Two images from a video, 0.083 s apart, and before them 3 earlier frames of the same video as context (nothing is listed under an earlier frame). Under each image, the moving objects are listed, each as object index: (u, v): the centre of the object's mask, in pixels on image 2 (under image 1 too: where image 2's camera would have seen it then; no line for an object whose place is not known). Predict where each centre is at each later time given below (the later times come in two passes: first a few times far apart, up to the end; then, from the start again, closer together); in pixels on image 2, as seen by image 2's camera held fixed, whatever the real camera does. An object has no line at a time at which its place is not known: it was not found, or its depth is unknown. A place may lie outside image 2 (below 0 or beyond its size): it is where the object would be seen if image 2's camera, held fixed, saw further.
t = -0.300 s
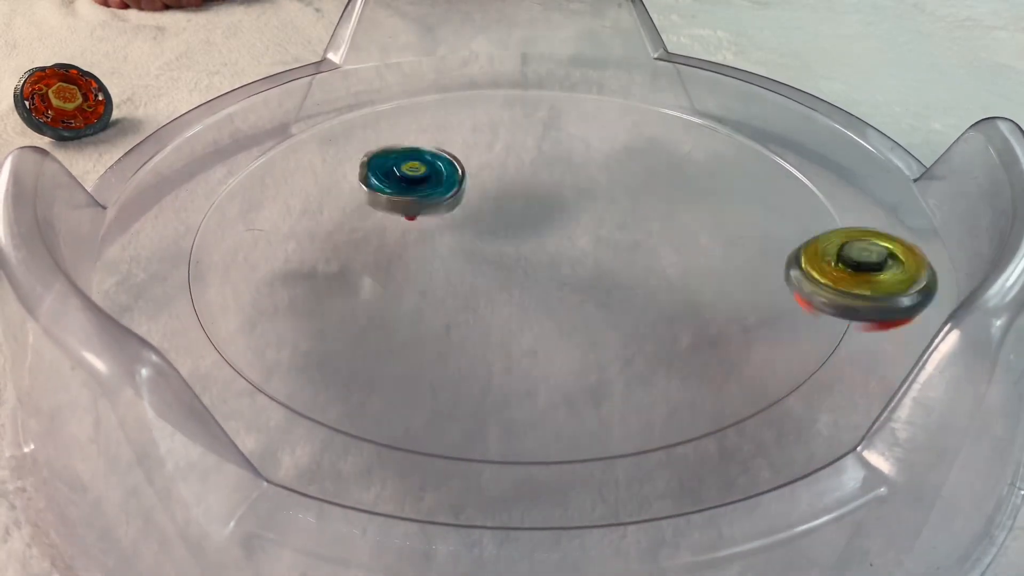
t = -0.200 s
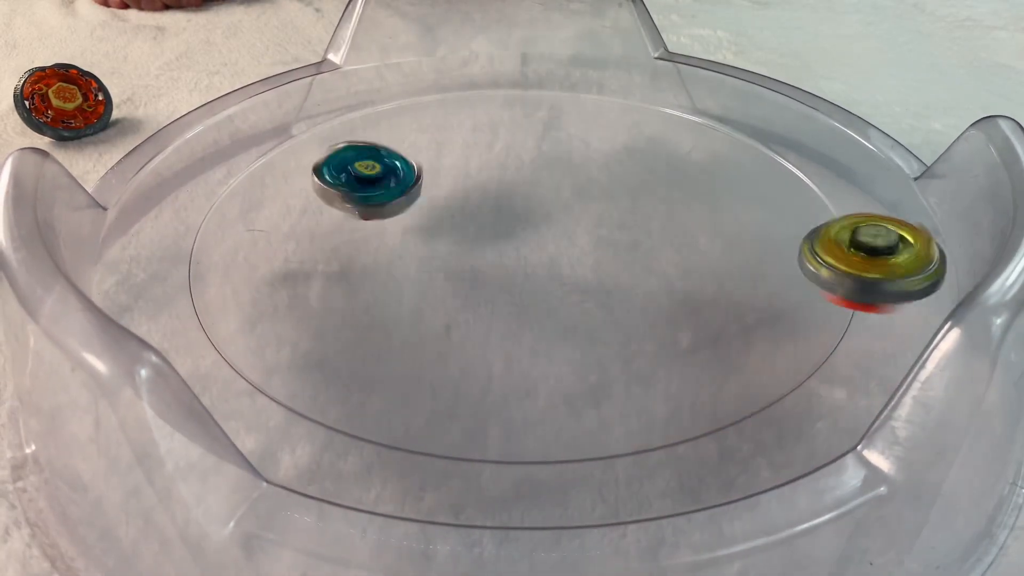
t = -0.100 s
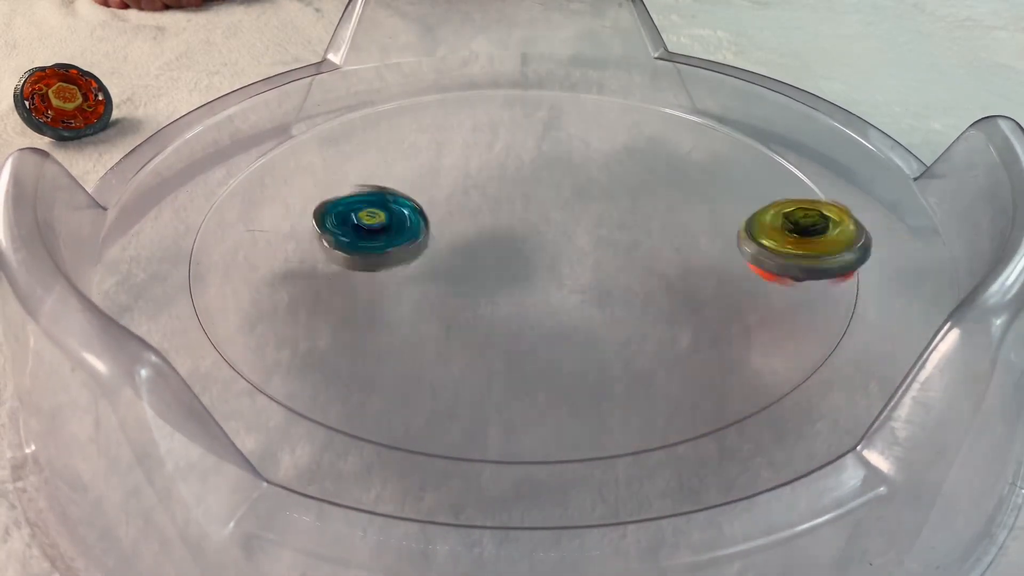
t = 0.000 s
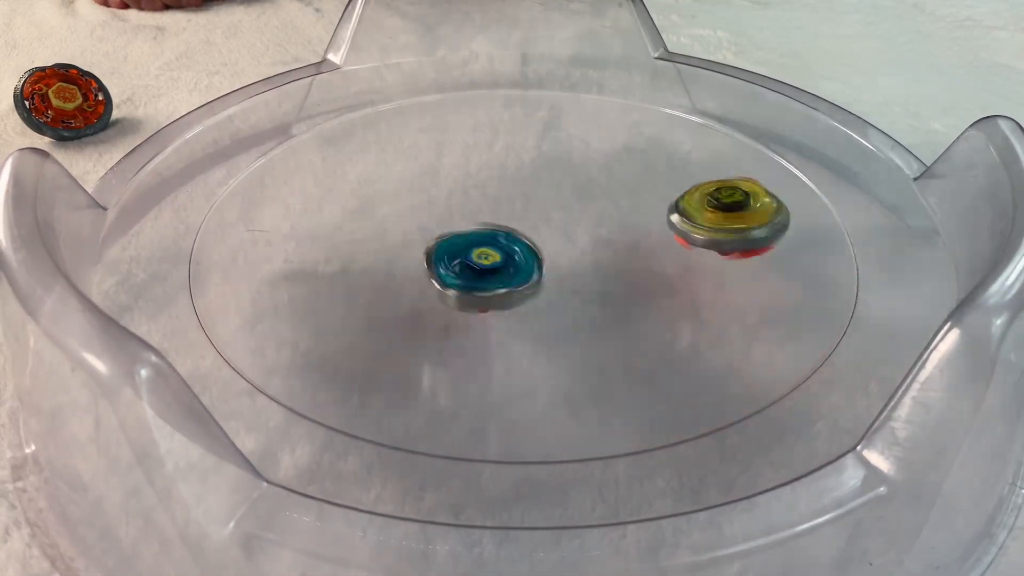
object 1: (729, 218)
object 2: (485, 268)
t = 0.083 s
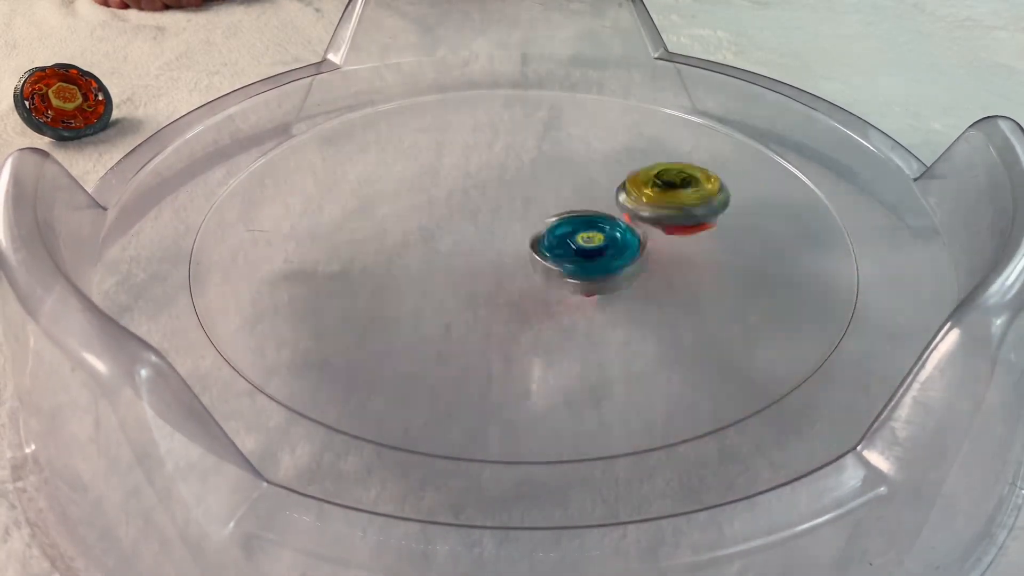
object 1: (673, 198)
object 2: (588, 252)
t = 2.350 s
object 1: (622, 79)
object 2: (527, 171)
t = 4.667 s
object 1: (440, 161)
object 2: (592, 327)
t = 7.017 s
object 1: (446, 303)
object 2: (463, 216)
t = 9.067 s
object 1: (423, 185)
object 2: (621, 238)
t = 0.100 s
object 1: (685, 178)
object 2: (570, 260)
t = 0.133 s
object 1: (703, 143)
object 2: (539, 270)
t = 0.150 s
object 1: (709, 128)
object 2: (526, 274)
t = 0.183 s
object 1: (713, 104)
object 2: (509, 279)
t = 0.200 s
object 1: (713, 94)
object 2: (503, 284)
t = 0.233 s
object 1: (701, 81)
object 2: (499, 288)
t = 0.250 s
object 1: (694, 77)
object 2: (500, 291)
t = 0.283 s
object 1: (677, 71)
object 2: (507, 295)
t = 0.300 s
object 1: (669, 68)
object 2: (514, 296)
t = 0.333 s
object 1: (651, 63)
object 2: (530, 296)
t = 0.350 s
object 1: (642, 61)
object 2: (538, 294)
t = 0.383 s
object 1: (625, 59)
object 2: (552, 291)
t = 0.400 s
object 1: (616, 57)
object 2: (558, 286)
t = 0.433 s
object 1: (599, 56)
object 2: (563, 277)
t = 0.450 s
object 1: (591, 56)
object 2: (563, 270)
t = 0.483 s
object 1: (575, 56)
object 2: (563, 258)
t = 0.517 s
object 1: (560, 56)
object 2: (555, 245)
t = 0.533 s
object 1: (552, 56)
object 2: (549, 239)
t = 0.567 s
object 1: (535, 59)
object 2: (531, 229)
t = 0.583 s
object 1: (526, 61)
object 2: (520, 224)
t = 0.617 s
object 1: (508, 71)
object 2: (497, 217)
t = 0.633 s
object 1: (500, 76)
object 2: (484, 213)
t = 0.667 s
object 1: (483, 85)
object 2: (458, 210)
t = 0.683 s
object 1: (475, 90)
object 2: (444, 210)
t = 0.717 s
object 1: (461, 101)
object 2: (418, 212)
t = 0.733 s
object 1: (453, 108)
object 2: (404, 215)
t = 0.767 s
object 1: (440, 121)
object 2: (380, 222)
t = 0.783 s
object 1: (434, 128)
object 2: (370, 227)
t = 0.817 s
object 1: (424, 142)
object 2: (358, 240)
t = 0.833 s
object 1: (419, 149)
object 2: (357, 248)
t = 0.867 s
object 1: (413, 163)
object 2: (360, 266)
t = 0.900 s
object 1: (409, 177)
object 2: (377, 284)
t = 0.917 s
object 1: (407, 184)
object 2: (390, 292)
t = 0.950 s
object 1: (406, 197)
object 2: (429, 305)
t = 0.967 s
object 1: (406, 204)
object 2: (451, 309)
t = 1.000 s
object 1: (407, 215)
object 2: (499, 310)
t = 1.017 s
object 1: (409, 222)
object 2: (524, 307)
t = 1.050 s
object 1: (412, 233)
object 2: (569, 294)
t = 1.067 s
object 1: (416, 238)
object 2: (589, 285)
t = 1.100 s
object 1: (423, 249)
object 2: (618, 264)
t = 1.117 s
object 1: (428, 255)
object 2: (627, 251)
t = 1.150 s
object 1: (438, 264)
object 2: (635, 225)
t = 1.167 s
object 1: (444, 269)
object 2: (633, 212)
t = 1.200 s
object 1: (456, 278)
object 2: (624, 187)
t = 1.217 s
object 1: (463, 282)
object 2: (615, 175)
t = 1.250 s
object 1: (476, 289)
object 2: (593, 154)
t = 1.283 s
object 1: (491, 295)
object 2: (564, 138)
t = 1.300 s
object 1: (499, 297)
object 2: (548, 130)
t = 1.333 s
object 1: (515, 301)
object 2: (512, 119)
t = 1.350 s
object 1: (523, 303)
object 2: (494, 115)
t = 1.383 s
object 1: (540, 305)
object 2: (455, 110)
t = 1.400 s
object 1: (548, 306)
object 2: (436, 111)
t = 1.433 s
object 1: (565, 307)
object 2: (399, 115)
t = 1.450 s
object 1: (572, 307)
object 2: (381, 120)
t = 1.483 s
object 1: (588, 307)
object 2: (349, 131)
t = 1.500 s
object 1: (595, 306)
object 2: (334, 140)
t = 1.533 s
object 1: (608, 304)
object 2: (311, 160)
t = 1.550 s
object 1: (614, 302)
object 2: (303, 172)
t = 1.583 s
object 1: (626, 299)
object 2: (298, 198)
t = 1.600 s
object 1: (631, 296)
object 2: (300, 212)
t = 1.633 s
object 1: (641, 292)
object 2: (317, 242)
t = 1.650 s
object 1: (646, 289)
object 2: (331, 255)
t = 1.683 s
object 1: (652, 283)
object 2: (367, 280)
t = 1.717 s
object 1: (658, 278)
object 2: (414, 297)
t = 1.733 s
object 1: (660, 275)
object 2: (441, 304)
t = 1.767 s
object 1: (662, 269)
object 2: (496, 310)
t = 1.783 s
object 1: (663, 265)
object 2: (525, 310)
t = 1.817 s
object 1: (667, 257)
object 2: (578, 304)
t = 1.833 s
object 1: (690, 240)
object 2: (565, 314)
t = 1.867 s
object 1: (733, 203)
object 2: (543, 329)
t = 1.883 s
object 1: (750, 185)
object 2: (537, 333)
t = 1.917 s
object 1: (775, 154)
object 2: (534, 341)
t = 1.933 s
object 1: (783, 140)
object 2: (537, 343)
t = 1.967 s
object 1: (782, 115)
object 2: (555, 344)
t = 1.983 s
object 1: (777, 110)
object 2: (568, 343)
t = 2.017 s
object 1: (764, 97)
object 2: (601, 339)
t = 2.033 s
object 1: (758, 93)
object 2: (620, 335)
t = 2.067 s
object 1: (746, 85)
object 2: (656, 321)
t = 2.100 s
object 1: (733, 80)
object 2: (684, 301)
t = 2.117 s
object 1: (727, 78)
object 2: (693, 289)
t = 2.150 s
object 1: (714, 74)
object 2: (698, 265)
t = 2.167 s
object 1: (707, 73)
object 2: (695, 253)
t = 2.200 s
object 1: (693, 71)
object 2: (679, 229)
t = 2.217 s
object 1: (687, 70)
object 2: (668, 219)
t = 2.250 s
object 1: (673, 70)
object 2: (638, 201)
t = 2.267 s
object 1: (665, 70)
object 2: (622, 194)
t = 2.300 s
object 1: (650, 71)
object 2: (585, 182)
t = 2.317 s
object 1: (641, 72)
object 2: (567, 177)
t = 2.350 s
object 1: (622, 79)
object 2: (527, 171)
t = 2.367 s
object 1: (613, 82)
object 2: (508, 168)
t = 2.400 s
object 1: (594, 87)
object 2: (467, 166)
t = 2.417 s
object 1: (585, 91)
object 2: (448, 166)
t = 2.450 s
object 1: (567, 98)
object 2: (410, 170)
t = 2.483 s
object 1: (549, 106)
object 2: (373, 177)
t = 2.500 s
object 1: (541, 111)
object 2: (357, 182)
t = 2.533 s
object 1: (524, 120)
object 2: (325, 194)
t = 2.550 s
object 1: (517, 125)
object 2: (312, 202)
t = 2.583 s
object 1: (501, 136)
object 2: (291, 220)
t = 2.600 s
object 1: (494, 141)
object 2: (285, 230)
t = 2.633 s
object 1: (481, 152)
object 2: (279, 255)
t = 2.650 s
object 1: (475, 157)
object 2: (283, 266)
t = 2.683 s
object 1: (466, 168)
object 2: (299, 291)
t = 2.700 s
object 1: (461, 173)
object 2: (313, 302)
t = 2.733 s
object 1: (453, 184)
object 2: (353, 322)
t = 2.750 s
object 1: (449, 189)
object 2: (378, 329)
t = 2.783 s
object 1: (442, 199)
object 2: (434, 339)
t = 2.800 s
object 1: (439, 204)
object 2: (461, 340)
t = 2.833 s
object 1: (435, 214)
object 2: (517, 336)
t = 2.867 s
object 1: (433, 224)
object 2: (567, 325)
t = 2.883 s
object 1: (431, 230)
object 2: (587, 317)
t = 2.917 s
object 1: (429, 240)
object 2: (623, 298)
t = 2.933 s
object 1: (429, 245)
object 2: (634, 287)
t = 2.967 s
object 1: (430, 255)
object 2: (654, 264)
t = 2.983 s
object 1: (431, 260)
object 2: (660, 251)
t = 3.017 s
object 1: (434, 269)
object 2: (662, 227)
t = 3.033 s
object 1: (435, 273)
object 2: (661, 215)
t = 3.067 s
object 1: (440, 282)
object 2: (652, 192)
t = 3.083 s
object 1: (443, 286)
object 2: (647, 181)
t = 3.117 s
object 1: (450, 294)
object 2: (629, 160)
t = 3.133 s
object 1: (455, 297)
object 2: (618, 151)
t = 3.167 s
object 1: (463, 304)
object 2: (593, 135)
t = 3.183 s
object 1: (467, 306)
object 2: (580, 127)
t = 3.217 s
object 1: (477, 312)
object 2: (550, 115)
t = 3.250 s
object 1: (489, 316)
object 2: (517, 106)
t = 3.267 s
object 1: (495, 318)
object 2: (500, 103)
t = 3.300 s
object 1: (506, 320)
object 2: (466, 100)
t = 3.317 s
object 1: (512, 321)
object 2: (449, 100)
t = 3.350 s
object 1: (523, 323)
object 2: (415, 104)
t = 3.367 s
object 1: (529, 323)
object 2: (398, 108)
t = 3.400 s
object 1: (541, 322)
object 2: (369, 119)
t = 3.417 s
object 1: (547, 321)
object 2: (355, 126)
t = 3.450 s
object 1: (556, 319)
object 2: (335, 144)
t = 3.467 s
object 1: (561, 318)
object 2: (327, 155)
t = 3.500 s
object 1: (572, 316)
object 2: (318, 178)
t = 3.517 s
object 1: (576, 313)
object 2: (318, 192)
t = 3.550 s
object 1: (583, 310)
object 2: (326, 218)
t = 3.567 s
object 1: (586, 307)
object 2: (335, 231)
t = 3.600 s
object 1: (592, 302)
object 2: (360, 255)
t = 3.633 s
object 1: (598, 297)
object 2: (394, 275)
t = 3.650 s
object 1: (598, 293)
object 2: (414, 284)
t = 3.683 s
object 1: (600, 287)
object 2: (459, 296)
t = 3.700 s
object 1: (604, 283)
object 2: (481, 301)
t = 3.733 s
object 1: (652, 265)
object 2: (467, 311)
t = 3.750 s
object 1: (673, 256)
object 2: (466, 314)
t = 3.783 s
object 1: (704, 237)
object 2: (474, 320)
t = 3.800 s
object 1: (715, 228)
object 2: (484, 322)
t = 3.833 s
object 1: (730, 211)
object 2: (514, 325)
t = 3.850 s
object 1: (733, 203)
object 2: (533, 326)
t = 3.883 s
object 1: (729, 190)
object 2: (574, 323)
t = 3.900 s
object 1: (726, 184)
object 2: (595, 320)
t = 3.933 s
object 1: (717, 174)
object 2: (634, 307)
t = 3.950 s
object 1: (711, 168)
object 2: (650, 298)
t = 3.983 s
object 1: (698, 159)
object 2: (674, 279)
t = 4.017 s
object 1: (686, 151)
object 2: (685, 257)
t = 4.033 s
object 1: (678, 147)
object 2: (686, 245)
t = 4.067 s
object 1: (663, 142)
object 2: (679, 223)
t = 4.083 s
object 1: (655, 139)
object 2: (673, 214)
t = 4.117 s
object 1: (640, 133)
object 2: (654, 196)
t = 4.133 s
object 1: (633, 127)
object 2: (642, 194)
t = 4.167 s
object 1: (616, 116)
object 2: (614, 191)
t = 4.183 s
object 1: (608, 112)
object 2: (598, 189)
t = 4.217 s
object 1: (593, 107)
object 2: (566, 188)
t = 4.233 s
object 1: (586, 105)
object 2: (549, 189)
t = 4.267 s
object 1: (570, 102)
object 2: (513, 192)
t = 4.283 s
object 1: (563, 101)
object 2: (496, 194)
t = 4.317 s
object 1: (549, 102)
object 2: (465, 203)
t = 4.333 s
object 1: (541, 101)
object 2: (449, 209)
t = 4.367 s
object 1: (528, 102)
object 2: (424, 222)
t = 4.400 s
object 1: (515, 105)
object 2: (405, 239)
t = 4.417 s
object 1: (508, 106)
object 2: (397, 248)
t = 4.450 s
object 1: (495, 111)
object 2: (391, 267)
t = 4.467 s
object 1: (490, 114)
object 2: (392, 278)
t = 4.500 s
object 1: (478, 120)
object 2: (403, 298)
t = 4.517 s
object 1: (472, 123)
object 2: (414, 307)
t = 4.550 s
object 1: (463, 131)
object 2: (443, 323)
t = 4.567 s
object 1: (459, 135)
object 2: (461, 328)
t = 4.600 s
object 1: (451, 143)
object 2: (504, 335)
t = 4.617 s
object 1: (448, 148)
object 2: (527, 336)
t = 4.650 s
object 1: (443, 157)
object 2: (572, 332)
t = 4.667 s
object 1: (440, 161)
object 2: (592, 327)
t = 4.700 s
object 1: (437, 171)
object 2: (629, 312)
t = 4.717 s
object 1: (435, 175)
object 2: (642, 304)
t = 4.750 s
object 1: (434, 184)
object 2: (662, 283)
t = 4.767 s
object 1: (434, 189)
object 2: (668, 272)
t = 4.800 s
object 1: (433, 198)
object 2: (670, 250)
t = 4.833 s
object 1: (435, 207)
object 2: (664, 229)
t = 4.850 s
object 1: (436, 212)
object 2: (656, 219)
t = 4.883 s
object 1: (438, 221)
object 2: (637, 201)
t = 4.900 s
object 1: (440, 226)
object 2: (626, 193)
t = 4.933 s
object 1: (446, 234)
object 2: (601, 179)
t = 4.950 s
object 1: (448, 239)
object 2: (588, 172)
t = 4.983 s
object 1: (454, 247)
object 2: (559, 162)
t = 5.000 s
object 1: (458, 251)
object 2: (543, 159)
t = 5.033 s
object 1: (466, 259)
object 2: (511, 153)
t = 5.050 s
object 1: (470, 263)
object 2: (496, 150)
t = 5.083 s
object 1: (480, 269)
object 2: (464, 148)
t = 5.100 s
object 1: (485, 272)
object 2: (448, 148)
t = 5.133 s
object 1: (494, 279)
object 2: (417, 152)
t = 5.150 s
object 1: (500, 282)
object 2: (401, 155)
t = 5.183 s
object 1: (512, 286)
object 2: (374, 163)
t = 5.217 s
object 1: (523, 291)
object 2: (350, 176)
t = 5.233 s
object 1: (529, 293)
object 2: (341, 183)
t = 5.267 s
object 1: (541, 295)
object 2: (328, 201)
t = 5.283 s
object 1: (547, 297)
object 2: (324, 211)
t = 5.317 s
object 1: (558, 299)
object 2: (327, 232)
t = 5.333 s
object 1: (564, 299)
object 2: (332, 244)
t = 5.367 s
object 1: (575, 300)
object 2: (352, 265)
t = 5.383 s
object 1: (580, 300)
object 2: (366, 275)
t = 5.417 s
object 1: (592, 300)
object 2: (402, 292)
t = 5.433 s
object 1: (596, 299)
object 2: (423, 297)
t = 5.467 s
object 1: (605, 299)
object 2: (468, 305)
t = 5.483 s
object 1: (619, 296)
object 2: (481, 307)
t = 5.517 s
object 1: (658, 288)
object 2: (488, 307)
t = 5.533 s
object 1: (674, 282)
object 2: (496, 306)
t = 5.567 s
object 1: (700, 272)
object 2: (518, 303)
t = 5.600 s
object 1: (715, 260)
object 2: (545, 294)
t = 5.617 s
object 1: (720, 255)
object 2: (558, 288)
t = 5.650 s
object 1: (721, 245)
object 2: (578, 272)
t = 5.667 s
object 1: (720, 242)
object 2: (583, 264)
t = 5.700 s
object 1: (717, 234)
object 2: (589, 245)
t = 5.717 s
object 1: (715, 231)
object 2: (590, 235)
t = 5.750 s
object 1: (709, 225)
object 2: (584, 217)
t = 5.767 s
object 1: (706, 223)
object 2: (578, 209)
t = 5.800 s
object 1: (695, 217)
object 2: (562, 193)
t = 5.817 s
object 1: (691, 215)
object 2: (553, 186)
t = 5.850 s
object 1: (680, 211)
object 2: (530, 174)
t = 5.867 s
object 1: (674, 209)
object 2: (516, 170)
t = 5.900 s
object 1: (662, 205)
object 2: (489, 163)
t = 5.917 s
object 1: (656, 204)
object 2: (476, 160)
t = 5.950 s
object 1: (643, 201)
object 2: (448, 158)
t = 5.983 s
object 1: (630, 198)
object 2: (420, 160)
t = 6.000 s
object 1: (624, 198)
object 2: (406, 164)
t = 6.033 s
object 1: (611, 196)
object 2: (383, 173)
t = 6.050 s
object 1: (605, 196)
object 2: (374, 179)
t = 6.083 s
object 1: (590, 194)
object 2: (362, 195)
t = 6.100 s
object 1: (584, 194)
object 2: (358, 204)
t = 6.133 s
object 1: (570, 194)
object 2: (360, 223)
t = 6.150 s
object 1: (563, 194)
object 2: (367, 233)
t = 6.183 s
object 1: (551, 194)
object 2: (386, 252)
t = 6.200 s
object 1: (543, 195)
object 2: (399, 261)
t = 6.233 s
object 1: (531, 195)
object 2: (433, 274)
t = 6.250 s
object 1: (525, 196)
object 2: (454, 280)
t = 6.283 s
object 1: (511, 196)
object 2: (496, 284)
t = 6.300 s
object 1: (505, 197)
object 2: (516, 283)
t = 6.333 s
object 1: (493, 199)
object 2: (556, 277)
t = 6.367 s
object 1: (481, 200)
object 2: (591, 267)
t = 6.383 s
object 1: (476, 201)
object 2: (607, 260)
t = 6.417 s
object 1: (465, 204)
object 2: (632, 243)
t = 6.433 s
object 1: (460, 204)
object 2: (639, 235)
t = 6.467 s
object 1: (450, 207)
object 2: (651, 217)
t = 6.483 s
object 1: (445, 208)
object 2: (656, 208)
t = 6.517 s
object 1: (438, 212)
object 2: (656, 190)
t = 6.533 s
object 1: (433, 213)
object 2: (655, 181)
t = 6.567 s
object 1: (426, 216)
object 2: (646, 164)
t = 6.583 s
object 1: (423, 218)
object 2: (639, 157)
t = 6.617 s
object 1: (417, 222)
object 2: (621, 144)
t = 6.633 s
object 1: (415, 224)
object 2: (611, 138)
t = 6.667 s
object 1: (410, 228)
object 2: (586, 131)
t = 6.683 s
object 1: (409, 229)
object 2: (572, 129)
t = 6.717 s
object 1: (408, 234)
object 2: (544, 128)
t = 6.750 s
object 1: (406, 238)
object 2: (516, 131)
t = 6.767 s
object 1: (406, 240)
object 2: (503, 134)
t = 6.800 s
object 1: (407, 244)
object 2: (478, 144)
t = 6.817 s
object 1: (408, 246)
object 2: (466, 150)
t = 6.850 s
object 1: (412, 250)
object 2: (446, 166)
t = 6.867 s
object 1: (413, 252)
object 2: (440, 175)
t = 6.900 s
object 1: (418, 259)
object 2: (433, 187)
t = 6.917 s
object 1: (420, 267)
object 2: (433, 192)
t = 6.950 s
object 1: (428, 278)
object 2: (436, 203)
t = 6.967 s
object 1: (433, 281)
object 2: (439, 208)
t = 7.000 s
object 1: (440, 295)
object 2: (453, 215)
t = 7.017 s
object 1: (446, 303)
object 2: (463, 216)
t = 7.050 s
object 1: (457, 316)
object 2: (486, 214)
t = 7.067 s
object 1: (465, 320)
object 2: (497, 213)
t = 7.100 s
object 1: (479, 325)
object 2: (518, 206)
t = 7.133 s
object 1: (495, 327)
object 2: (535, 196)
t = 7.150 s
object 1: (503, 328)
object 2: (541, 192)
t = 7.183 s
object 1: (521, 328)
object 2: (551, 183)
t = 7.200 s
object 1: (528, 328)
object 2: (555, 178)
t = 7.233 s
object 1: (545, 327)
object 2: (559, 169)
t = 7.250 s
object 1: (552, 325)
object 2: (558, 166)
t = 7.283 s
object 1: (567, 323)
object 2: (556, 159)
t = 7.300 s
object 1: (574, 320)
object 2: (552, 158)
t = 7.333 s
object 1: (587, 316)
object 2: (545, 156)
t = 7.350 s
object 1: (593, 313)
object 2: (542, 156)
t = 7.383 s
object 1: (603, 309)
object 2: (534, 159)
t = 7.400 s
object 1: (608, 305)
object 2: (530, 161)
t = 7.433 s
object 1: (616, 300)
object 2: (523, 165)
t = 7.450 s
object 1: (620, 296)
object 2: (519, 168)
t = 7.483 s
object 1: (626, 290)
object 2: (514, 175)
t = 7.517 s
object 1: (630, 283)
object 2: (511, 183)
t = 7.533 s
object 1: (631, 280)
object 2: (511, 187)
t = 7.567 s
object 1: (634, 273)
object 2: (514, 199)
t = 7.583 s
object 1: (635, 270)
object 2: (518, 204)
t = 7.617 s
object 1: (637, 263)
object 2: (529, 216)
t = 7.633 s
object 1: (635, 259)
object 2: (535, 220)
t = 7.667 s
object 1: (666, 264)
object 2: (519, 213)
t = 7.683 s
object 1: (681, 267)
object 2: (510, 209)
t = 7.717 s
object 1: (707, 268)
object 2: (495, 204)
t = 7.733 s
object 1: (716, 268)
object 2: (488, 203)
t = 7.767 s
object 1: (728, 265)
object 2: (473, 204)
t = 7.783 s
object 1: (730, 263)
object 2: (467, 205)
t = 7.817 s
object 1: (733, 256)
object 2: (456, 208)
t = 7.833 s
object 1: (734, 252)
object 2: (452, 211)
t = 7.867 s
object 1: (732, 244)
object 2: (446, 216)
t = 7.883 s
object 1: (732, 241)
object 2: (444, 219)
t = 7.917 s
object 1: (728, 233)
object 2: (445, 226)
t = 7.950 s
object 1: (722, 227)
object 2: (451, 234)
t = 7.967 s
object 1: (718, 224)
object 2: (455, 237)
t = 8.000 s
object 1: (710, 218)
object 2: (471, 242)
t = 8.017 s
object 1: (705, 216)
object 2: (479, 244)
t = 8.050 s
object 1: (696, 211)
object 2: (498, 245)
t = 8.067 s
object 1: (690, 209)
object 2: (508, 245)
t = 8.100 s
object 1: (680, 206)
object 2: (527, 243)
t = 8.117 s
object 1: (673, 204)
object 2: (536, 241)
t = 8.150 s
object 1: (660, 202)
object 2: (552, 237)
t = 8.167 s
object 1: (656, 200)
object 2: (559, 234)
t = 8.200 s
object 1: (659, 191)
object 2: (546, 233)
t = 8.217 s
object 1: (659, 188)
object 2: (539, 233)
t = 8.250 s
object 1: (652, 184)
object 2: (527, 233)
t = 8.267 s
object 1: (648, 182)
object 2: (520, 234)
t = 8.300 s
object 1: (638, 180)
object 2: (509, 235)
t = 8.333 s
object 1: (626, 177)
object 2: (500, 237)
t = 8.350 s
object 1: (621, 177)
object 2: (497, 238)
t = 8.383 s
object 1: (609, 175)
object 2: (490, 240)
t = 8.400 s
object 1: (604, 175)
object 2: (488, 242)
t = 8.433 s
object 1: (592, 174)
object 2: (486, 242)
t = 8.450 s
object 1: (586, 174)
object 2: (484, 243)
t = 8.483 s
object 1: (575, 174)
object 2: (484, 244)
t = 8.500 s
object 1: (569, 175)
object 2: (484, 244)
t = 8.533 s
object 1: (558, 176)
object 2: (486, 245)
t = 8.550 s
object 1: (551, 177)
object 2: (487, 245)
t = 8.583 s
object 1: (540, 178)
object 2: (491, 246)
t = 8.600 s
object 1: (534, 178)
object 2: (493, 246)
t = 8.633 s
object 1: (524, 181)
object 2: (498, 247)
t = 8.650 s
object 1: (519, 181)
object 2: (501, 247)
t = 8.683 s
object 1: (509, 182)
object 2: (506, 247)
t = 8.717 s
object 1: (497, 185)
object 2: (511, 247)
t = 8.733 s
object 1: (493, 183)
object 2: (513, 253)
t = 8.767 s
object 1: (486, 174)
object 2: (520, 268)
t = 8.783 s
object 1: (483, 170)
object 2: (526, 273)
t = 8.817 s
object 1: (475, 166)
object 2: (542, 282)
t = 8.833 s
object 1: (472, 166)
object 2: (552, 285)
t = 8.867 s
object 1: (463, 166)
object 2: (572, 288)
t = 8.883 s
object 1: (458, 167)
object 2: (584, 288)
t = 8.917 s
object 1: (450, 169)
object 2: (605, 284)
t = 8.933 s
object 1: (446, 171)
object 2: (615, 281)
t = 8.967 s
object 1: (438, 173)
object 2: (628, 272)
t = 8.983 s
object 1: (436, 175)
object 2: (632, 266)
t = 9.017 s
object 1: (430, 178)
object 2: (634, 255)
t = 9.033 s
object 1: (427, 180)
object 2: (631, 249)
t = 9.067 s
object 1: (423, 185)
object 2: (621, 238)
